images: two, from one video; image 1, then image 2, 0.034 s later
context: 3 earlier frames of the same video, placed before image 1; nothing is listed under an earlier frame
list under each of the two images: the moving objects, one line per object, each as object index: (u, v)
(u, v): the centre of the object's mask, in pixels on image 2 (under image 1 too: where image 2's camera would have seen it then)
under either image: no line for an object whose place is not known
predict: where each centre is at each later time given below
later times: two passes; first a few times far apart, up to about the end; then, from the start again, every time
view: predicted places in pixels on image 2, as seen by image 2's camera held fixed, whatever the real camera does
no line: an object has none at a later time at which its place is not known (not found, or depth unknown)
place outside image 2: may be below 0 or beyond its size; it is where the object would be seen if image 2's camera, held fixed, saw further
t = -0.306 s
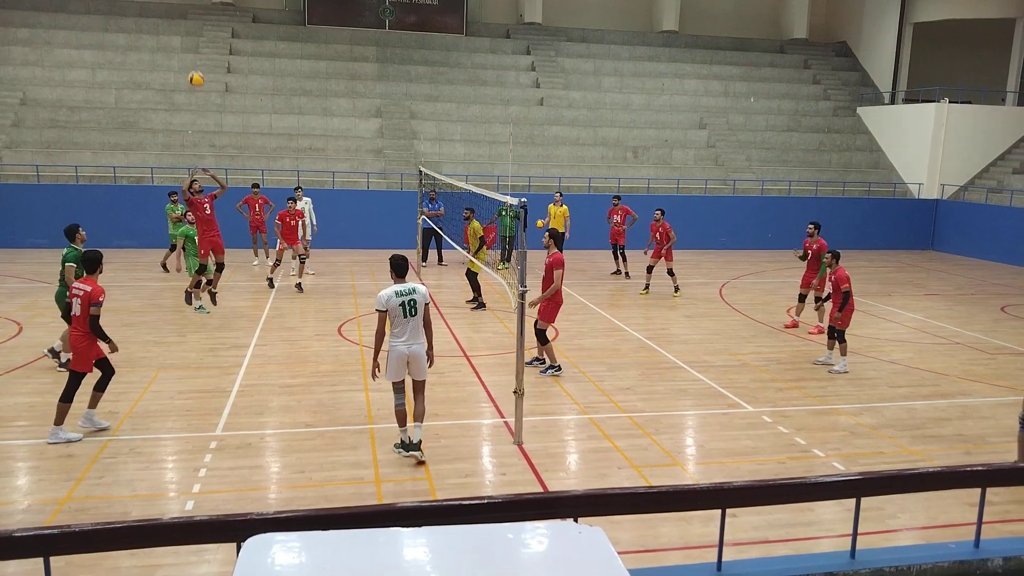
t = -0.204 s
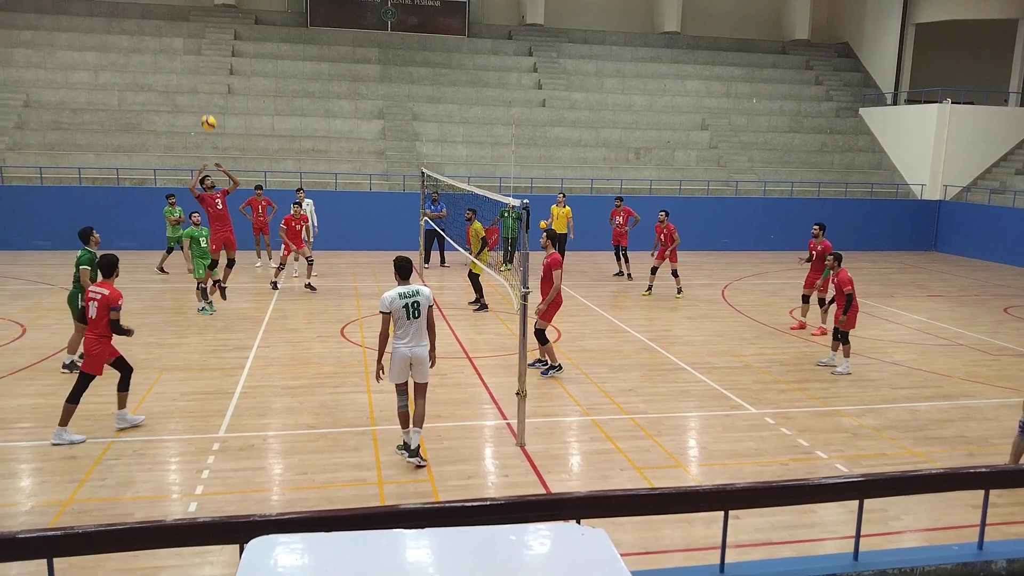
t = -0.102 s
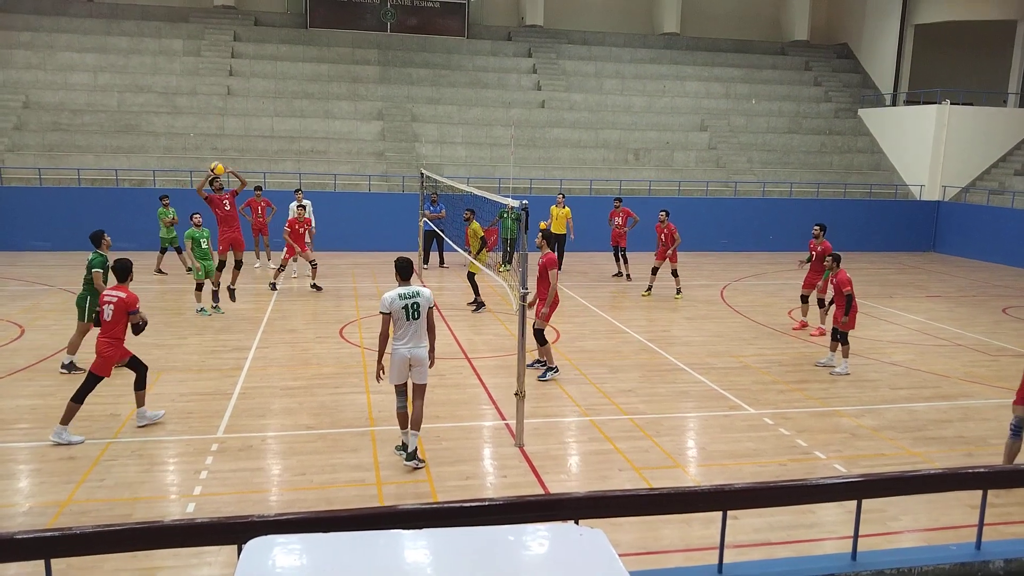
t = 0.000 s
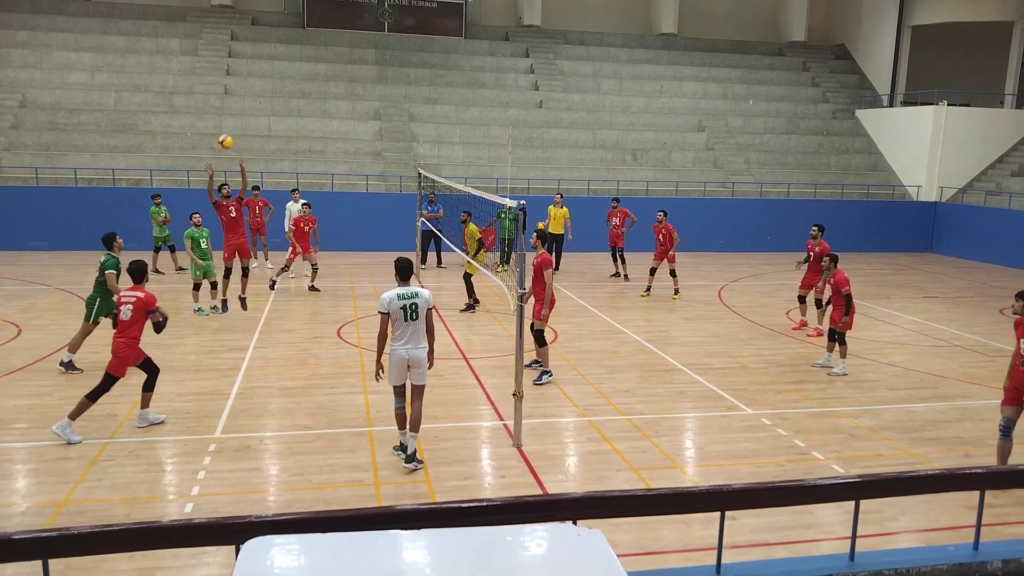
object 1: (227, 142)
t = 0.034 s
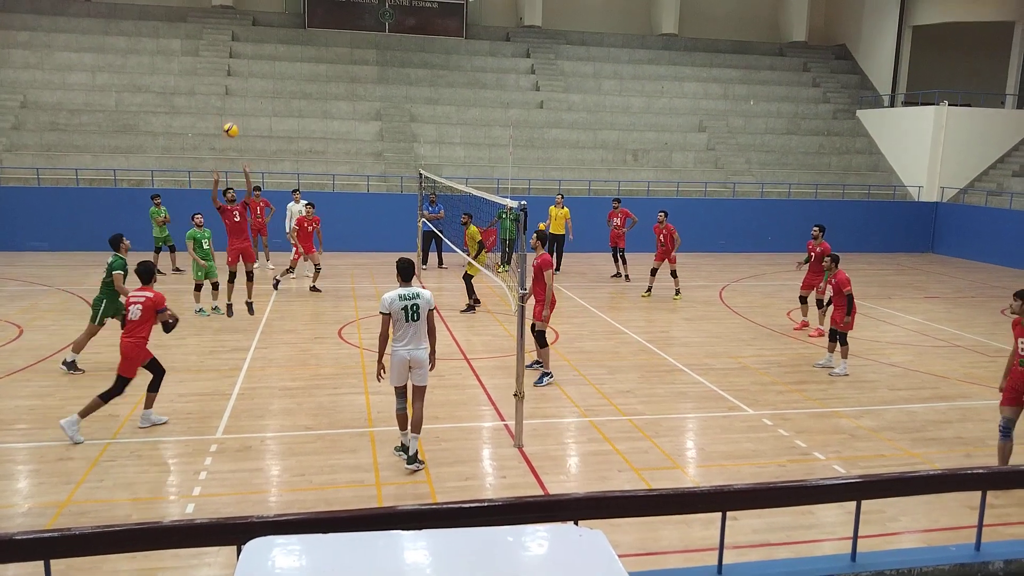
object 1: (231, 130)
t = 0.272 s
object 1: (262, 63)
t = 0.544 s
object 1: (302, 31)
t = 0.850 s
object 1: (353, 63)
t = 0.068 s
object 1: (235, 118)
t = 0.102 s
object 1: (239, 108)
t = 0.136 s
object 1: (243, 97)
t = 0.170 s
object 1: (248, 88)
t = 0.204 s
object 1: (252, 79)
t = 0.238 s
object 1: (257, 71)
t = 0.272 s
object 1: (262, 63)
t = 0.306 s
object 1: (267, 57)
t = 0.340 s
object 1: (272, 51)
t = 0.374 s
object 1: (276, 46)
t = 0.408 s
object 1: (282, 41)
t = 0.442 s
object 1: (286, 37)
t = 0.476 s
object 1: (292, 35)
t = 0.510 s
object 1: (297, 32)
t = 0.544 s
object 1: (302, 31)
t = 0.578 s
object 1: (307, 31)
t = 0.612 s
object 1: (313, 32)
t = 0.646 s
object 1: (318, 33)
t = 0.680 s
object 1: (324, 36)
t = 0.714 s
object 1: (330, 40)
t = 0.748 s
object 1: (336, 44)
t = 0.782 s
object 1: (341, 50)
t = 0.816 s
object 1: (347, 56)
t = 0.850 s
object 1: (353, 63)
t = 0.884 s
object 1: (365, 81)
